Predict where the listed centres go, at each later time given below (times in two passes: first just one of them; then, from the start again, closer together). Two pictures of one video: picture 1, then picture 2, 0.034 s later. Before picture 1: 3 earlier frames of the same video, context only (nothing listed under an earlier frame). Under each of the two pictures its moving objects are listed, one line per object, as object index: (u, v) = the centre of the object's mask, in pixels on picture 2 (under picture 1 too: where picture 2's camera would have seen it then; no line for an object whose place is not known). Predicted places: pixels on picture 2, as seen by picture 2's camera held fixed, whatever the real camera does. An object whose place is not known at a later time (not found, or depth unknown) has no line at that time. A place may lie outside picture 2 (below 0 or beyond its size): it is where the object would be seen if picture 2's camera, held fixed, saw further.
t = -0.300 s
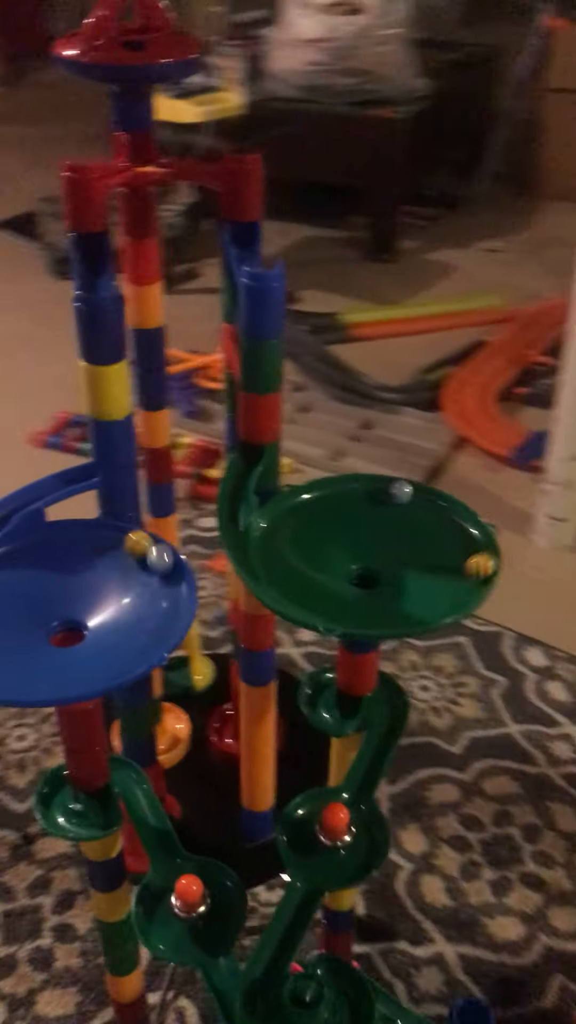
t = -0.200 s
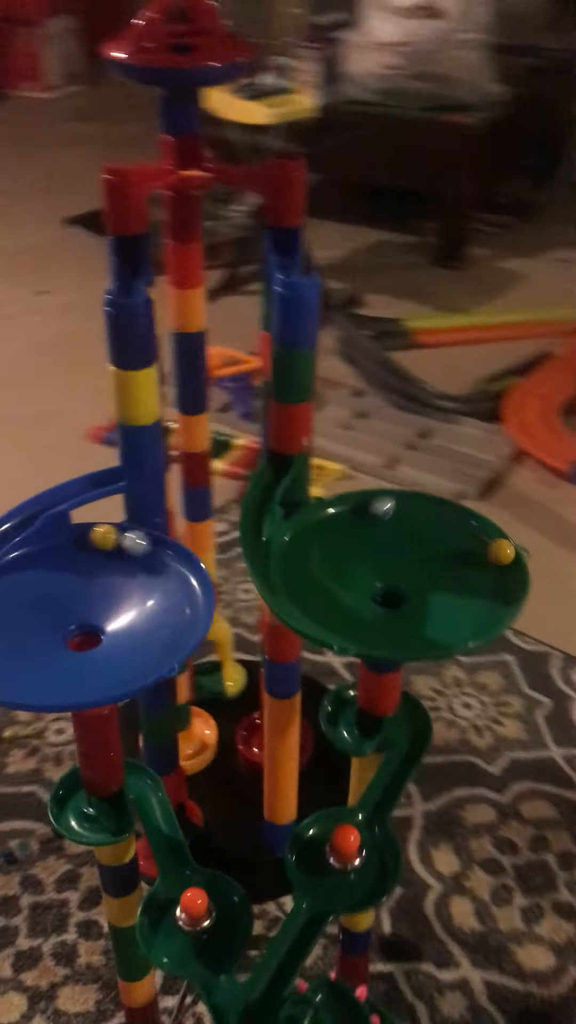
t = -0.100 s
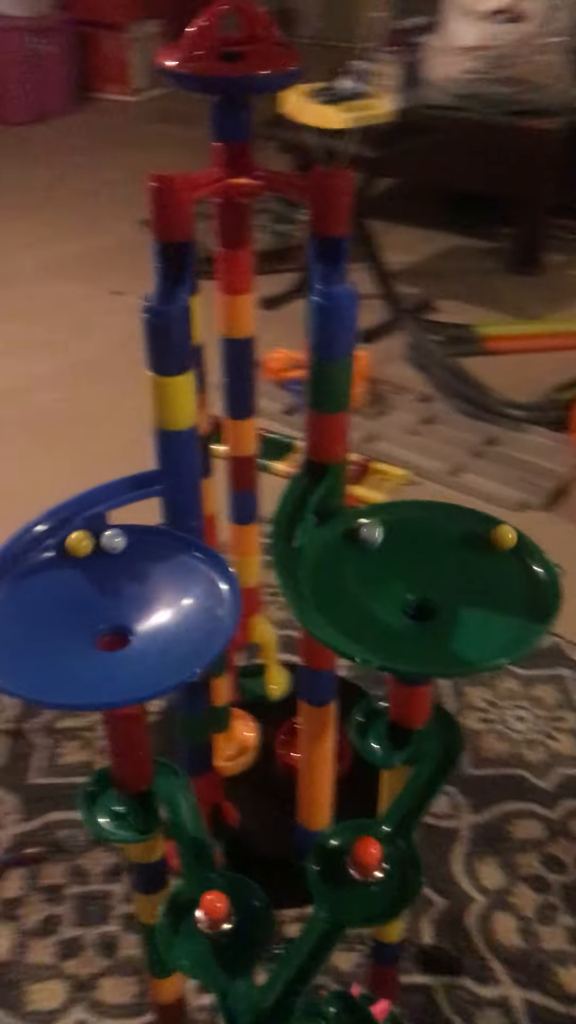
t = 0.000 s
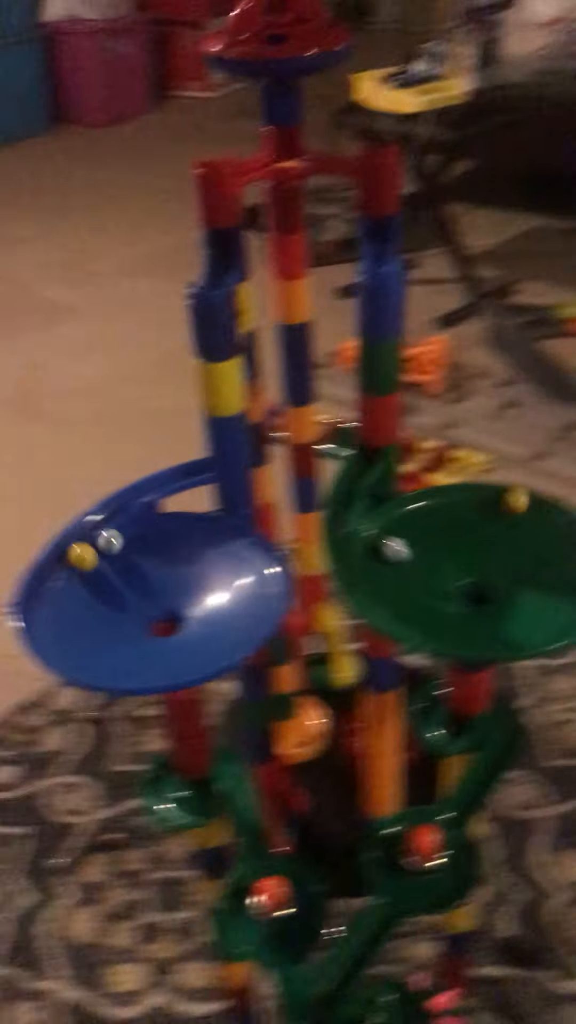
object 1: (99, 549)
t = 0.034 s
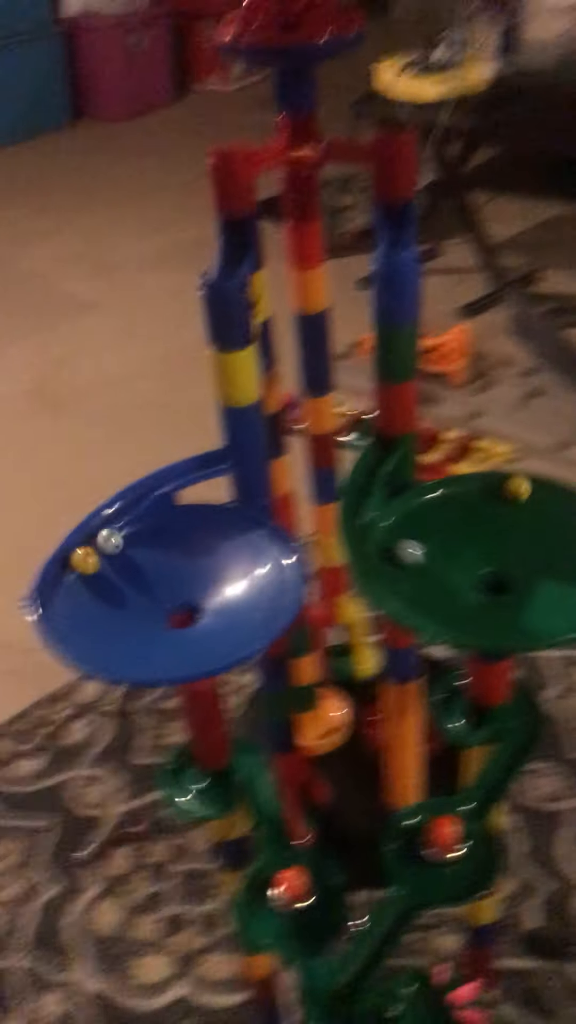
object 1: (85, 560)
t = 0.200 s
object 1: (63, 631)
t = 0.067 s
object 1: (75, 574)
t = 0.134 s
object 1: (62, 603)
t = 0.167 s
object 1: (58, 618)
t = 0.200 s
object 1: (63, 631)
